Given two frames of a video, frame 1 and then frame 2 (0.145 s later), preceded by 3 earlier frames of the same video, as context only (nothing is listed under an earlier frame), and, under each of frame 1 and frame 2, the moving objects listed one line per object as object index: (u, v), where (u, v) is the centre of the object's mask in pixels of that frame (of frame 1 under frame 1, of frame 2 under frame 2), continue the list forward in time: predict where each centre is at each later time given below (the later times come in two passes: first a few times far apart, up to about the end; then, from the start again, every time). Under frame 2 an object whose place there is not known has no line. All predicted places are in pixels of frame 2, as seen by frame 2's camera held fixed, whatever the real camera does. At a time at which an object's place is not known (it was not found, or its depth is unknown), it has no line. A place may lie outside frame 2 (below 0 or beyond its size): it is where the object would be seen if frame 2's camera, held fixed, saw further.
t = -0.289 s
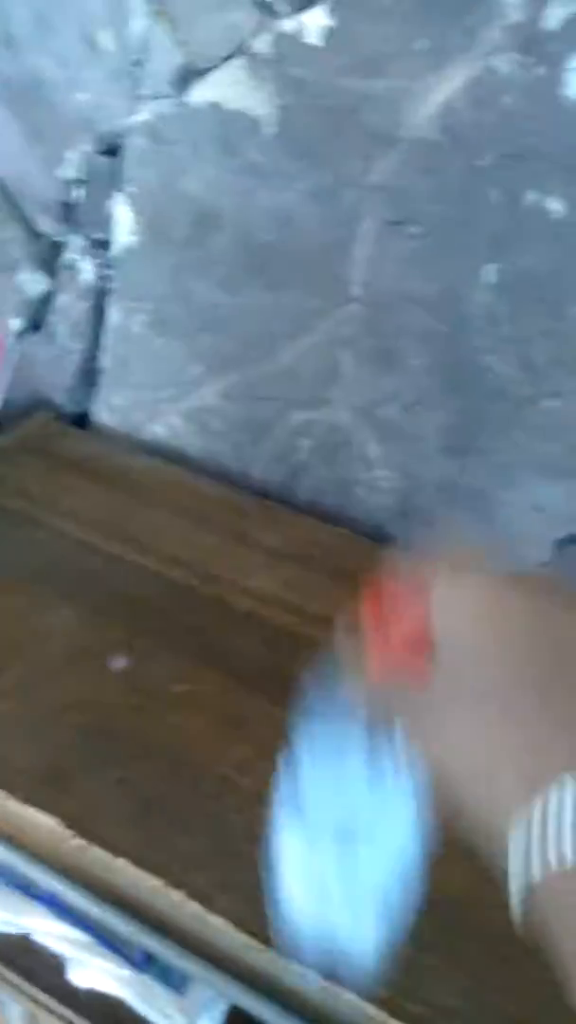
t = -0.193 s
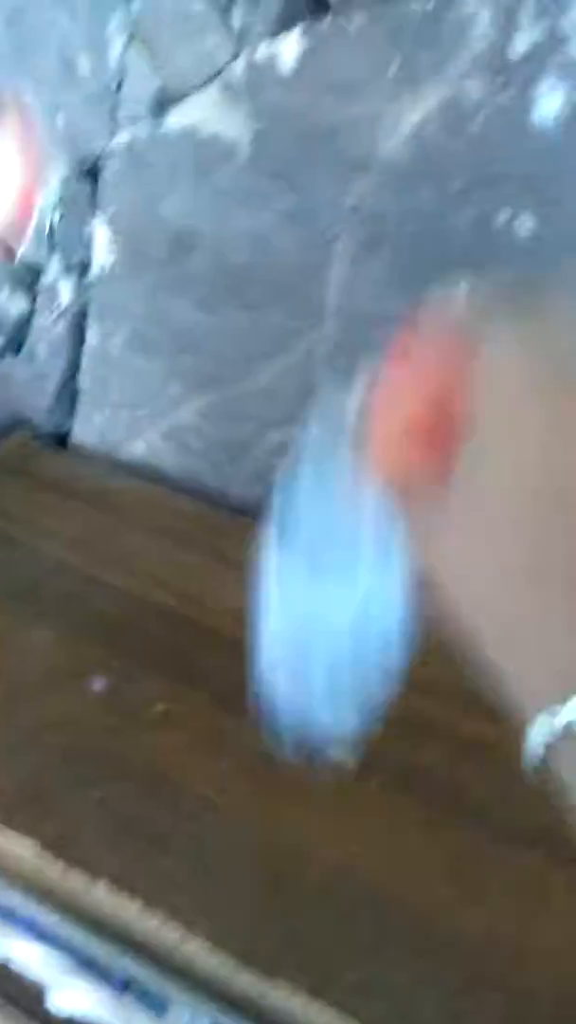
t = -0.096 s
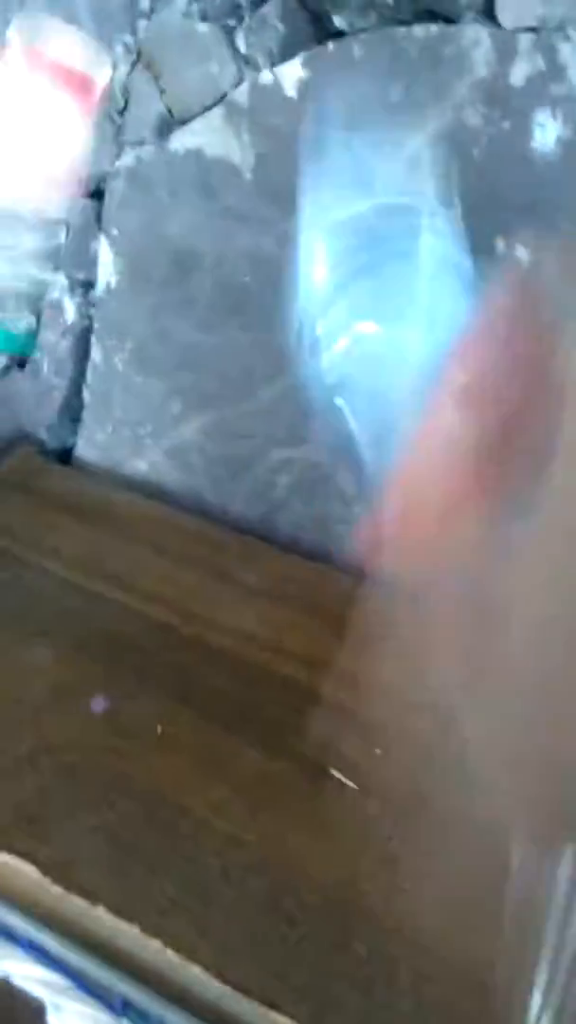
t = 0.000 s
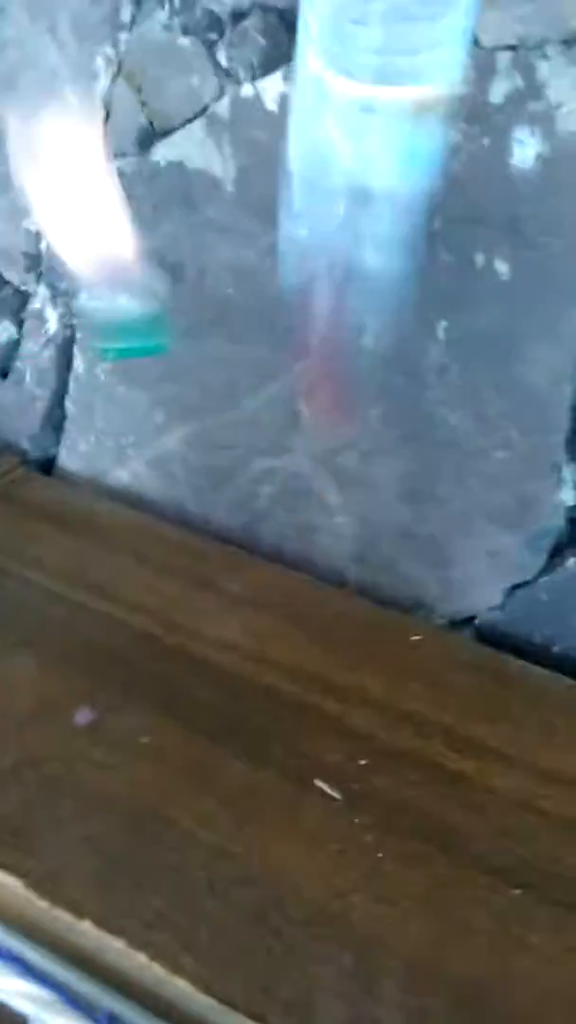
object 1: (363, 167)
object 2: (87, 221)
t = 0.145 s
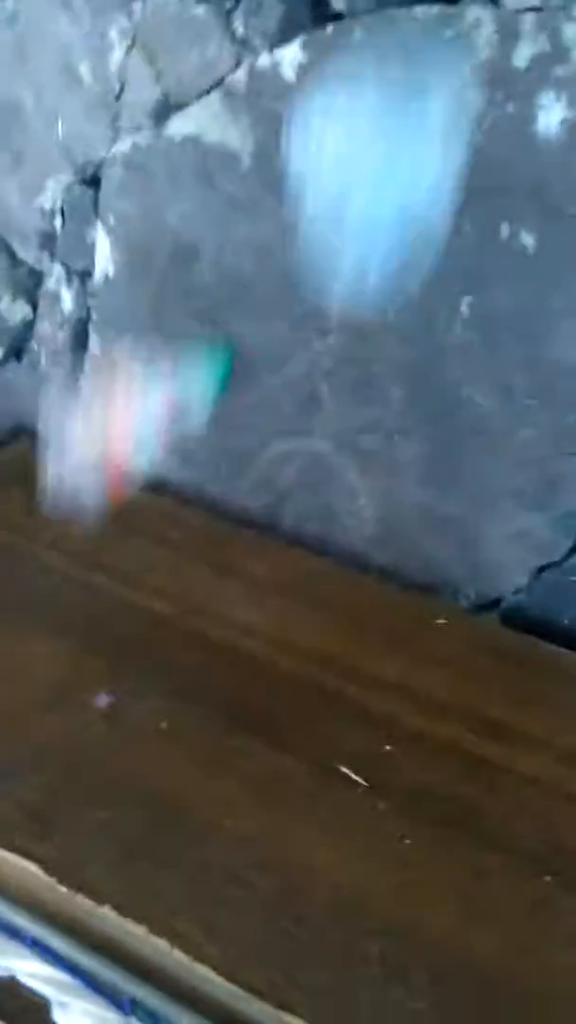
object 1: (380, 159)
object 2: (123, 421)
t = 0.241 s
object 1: (316, 403)
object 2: (132, 547)
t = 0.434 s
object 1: (273, 593)
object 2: (153, 559)
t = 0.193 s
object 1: (345, 293)
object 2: (132, 507)
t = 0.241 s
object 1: (316, 403)
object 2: (132, 547)
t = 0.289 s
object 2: (139, 552)
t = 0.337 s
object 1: (278, 569)
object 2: (143, 554)
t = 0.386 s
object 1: (274, 574)
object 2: (146, 557)
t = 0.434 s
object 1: (273, 593)
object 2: (153, 559)
